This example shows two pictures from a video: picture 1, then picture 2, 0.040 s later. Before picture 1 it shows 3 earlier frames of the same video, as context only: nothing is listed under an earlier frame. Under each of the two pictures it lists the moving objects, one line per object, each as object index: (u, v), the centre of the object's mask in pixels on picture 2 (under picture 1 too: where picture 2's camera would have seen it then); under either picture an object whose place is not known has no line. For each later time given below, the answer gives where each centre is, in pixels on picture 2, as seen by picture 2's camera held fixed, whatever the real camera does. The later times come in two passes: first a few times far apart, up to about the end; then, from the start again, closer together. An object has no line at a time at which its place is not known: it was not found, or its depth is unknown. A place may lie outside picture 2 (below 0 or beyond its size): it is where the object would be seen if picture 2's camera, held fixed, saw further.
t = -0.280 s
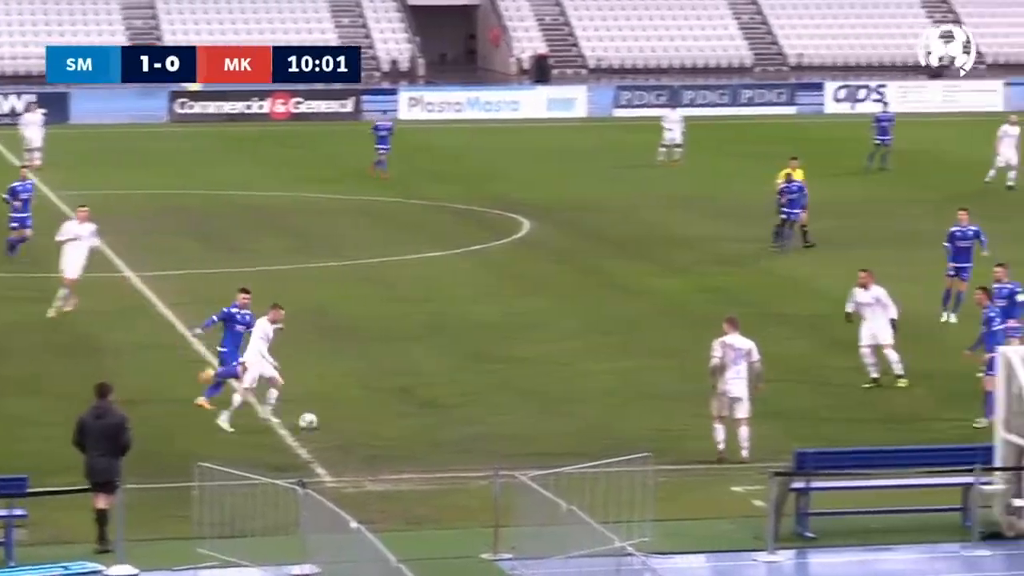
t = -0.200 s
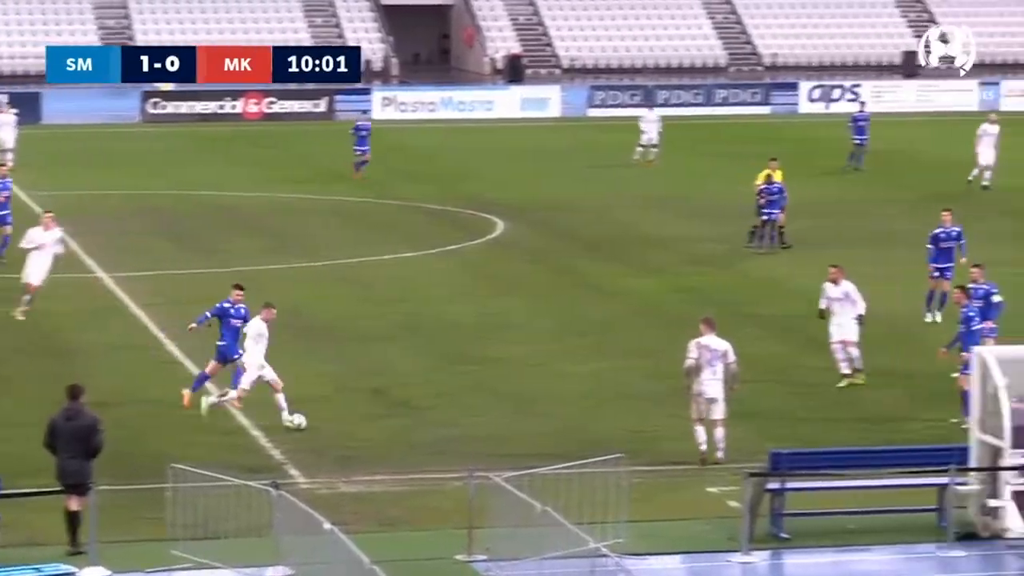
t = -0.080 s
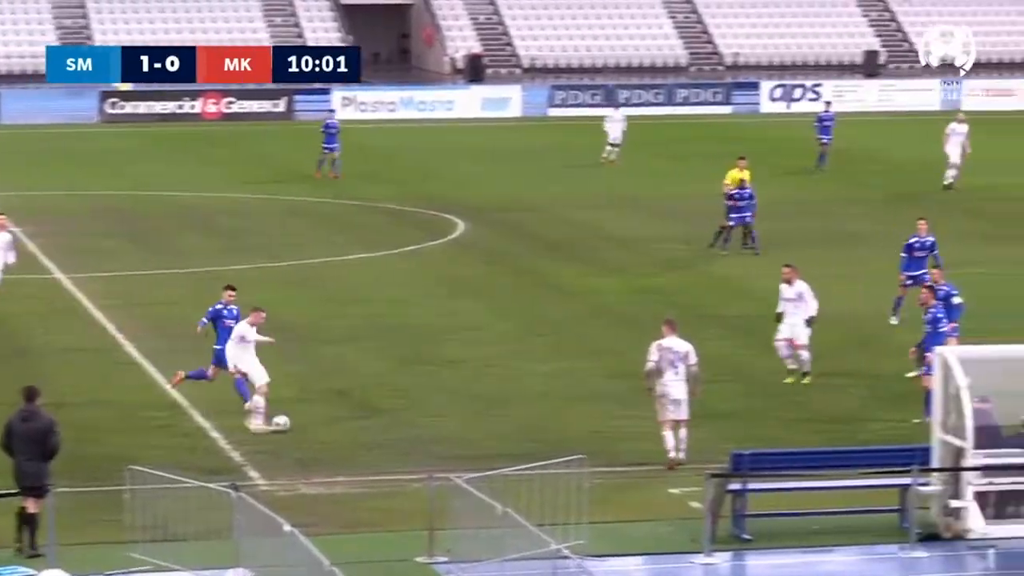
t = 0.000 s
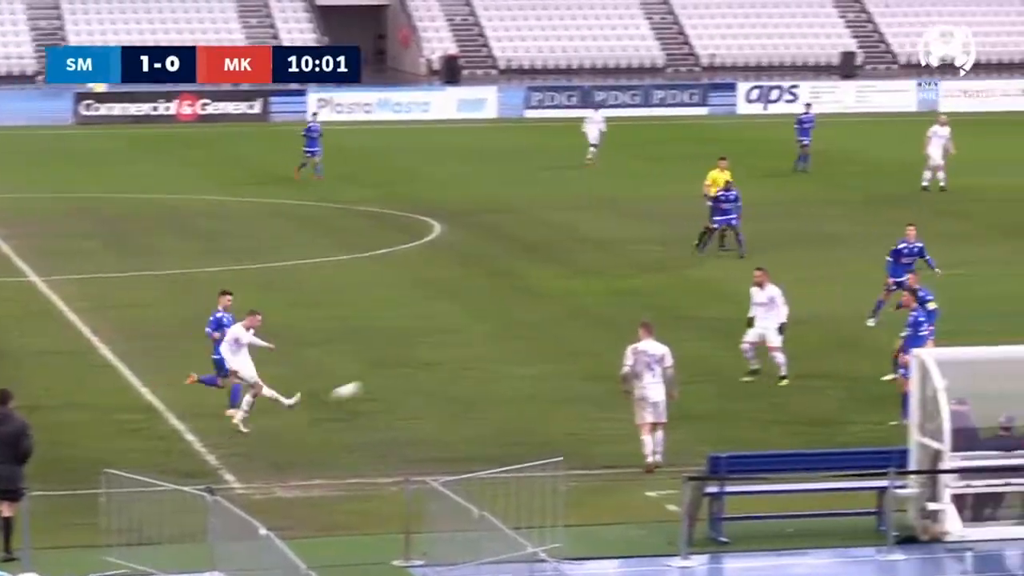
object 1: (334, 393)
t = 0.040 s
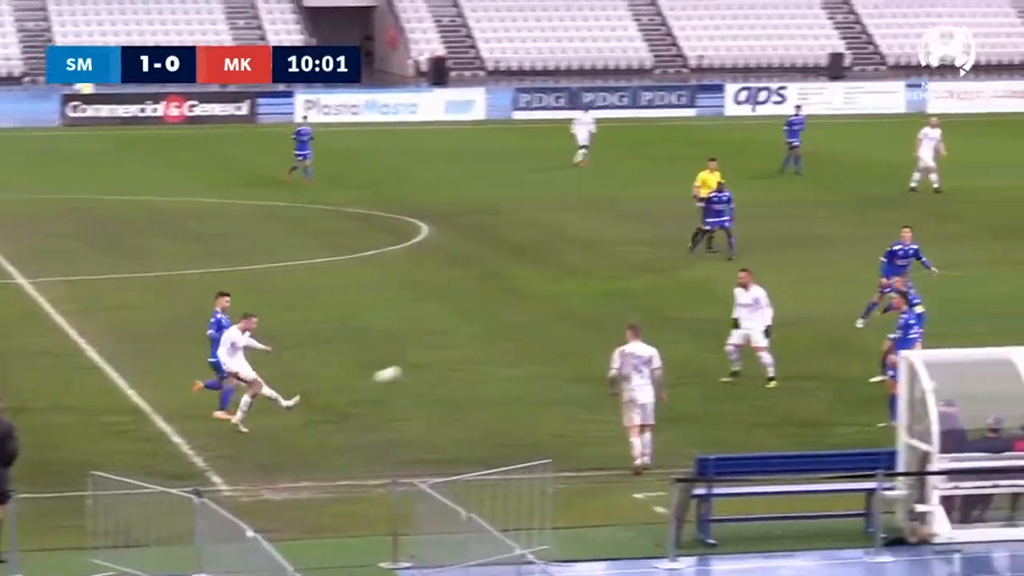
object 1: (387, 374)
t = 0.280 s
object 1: (681, 294)
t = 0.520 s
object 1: (946, 261)
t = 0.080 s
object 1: (438, 358)
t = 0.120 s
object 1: (489, 342)
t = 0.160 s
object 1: (538, 328)
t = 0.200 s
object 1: (587, 316)
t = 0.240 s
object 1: (634, 305)
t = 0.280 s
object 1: (681, 294)
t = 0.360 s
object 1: (771, 278)
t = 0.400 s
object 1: (816, 272)
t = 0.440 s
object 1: (860, 268)
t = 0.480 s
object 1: (903, 264)
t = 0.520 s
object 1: (946, 261)
